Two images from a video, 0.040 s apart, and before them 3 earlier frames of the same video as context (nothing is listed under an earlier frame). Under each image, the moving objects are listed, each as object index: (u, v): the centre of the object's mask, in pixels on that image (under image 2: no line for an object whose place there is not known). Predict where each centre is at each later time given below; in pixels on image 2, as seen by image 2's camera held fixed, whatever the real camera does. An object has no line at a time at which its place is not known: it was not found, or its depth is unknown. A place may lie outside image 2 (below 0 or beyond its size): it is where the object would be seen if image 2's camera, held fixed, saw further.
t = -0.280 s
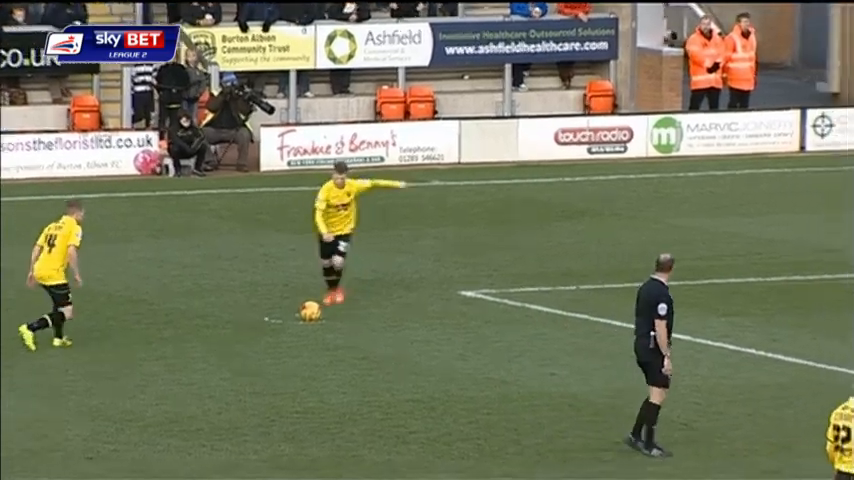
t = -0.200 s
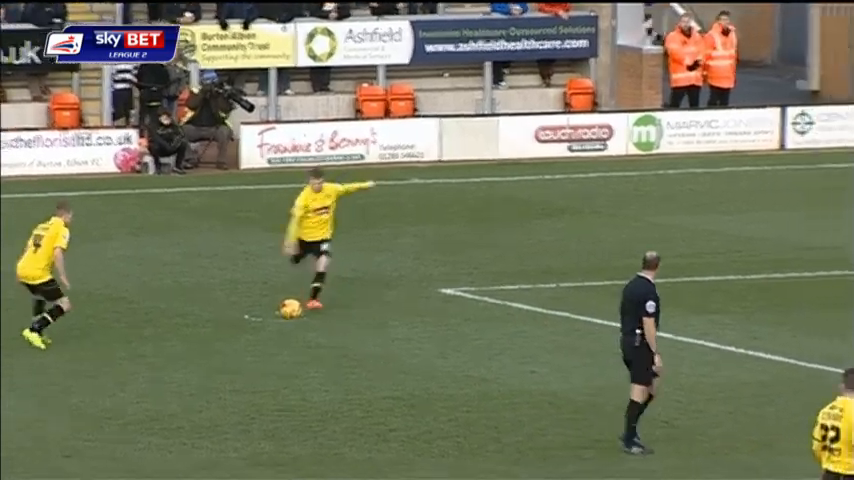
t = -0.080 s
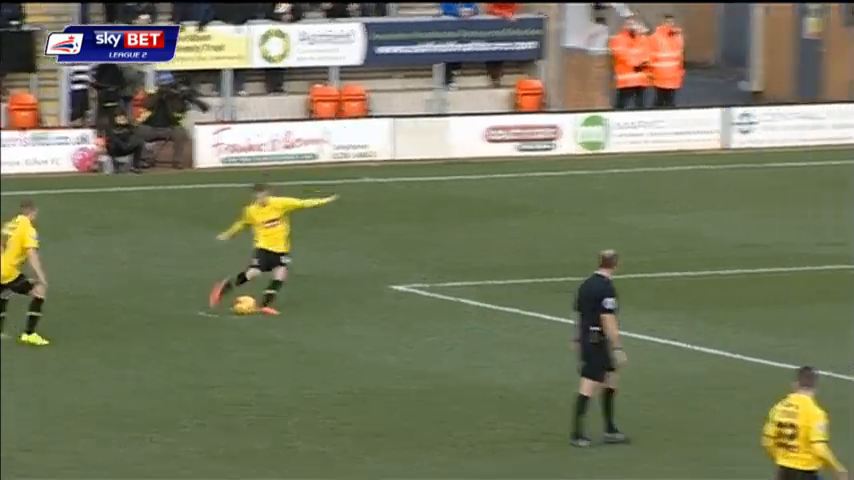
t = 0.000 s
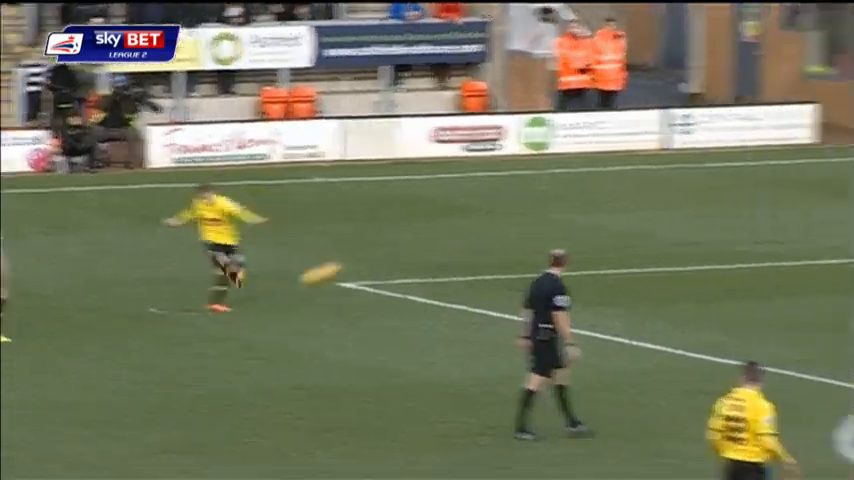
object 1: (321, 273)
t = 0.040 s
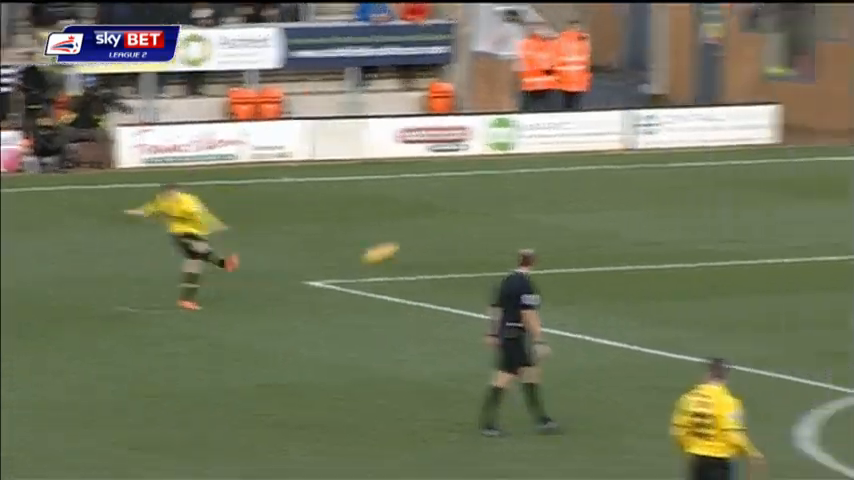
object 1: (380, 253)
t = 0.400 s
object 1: (1218, 174)
